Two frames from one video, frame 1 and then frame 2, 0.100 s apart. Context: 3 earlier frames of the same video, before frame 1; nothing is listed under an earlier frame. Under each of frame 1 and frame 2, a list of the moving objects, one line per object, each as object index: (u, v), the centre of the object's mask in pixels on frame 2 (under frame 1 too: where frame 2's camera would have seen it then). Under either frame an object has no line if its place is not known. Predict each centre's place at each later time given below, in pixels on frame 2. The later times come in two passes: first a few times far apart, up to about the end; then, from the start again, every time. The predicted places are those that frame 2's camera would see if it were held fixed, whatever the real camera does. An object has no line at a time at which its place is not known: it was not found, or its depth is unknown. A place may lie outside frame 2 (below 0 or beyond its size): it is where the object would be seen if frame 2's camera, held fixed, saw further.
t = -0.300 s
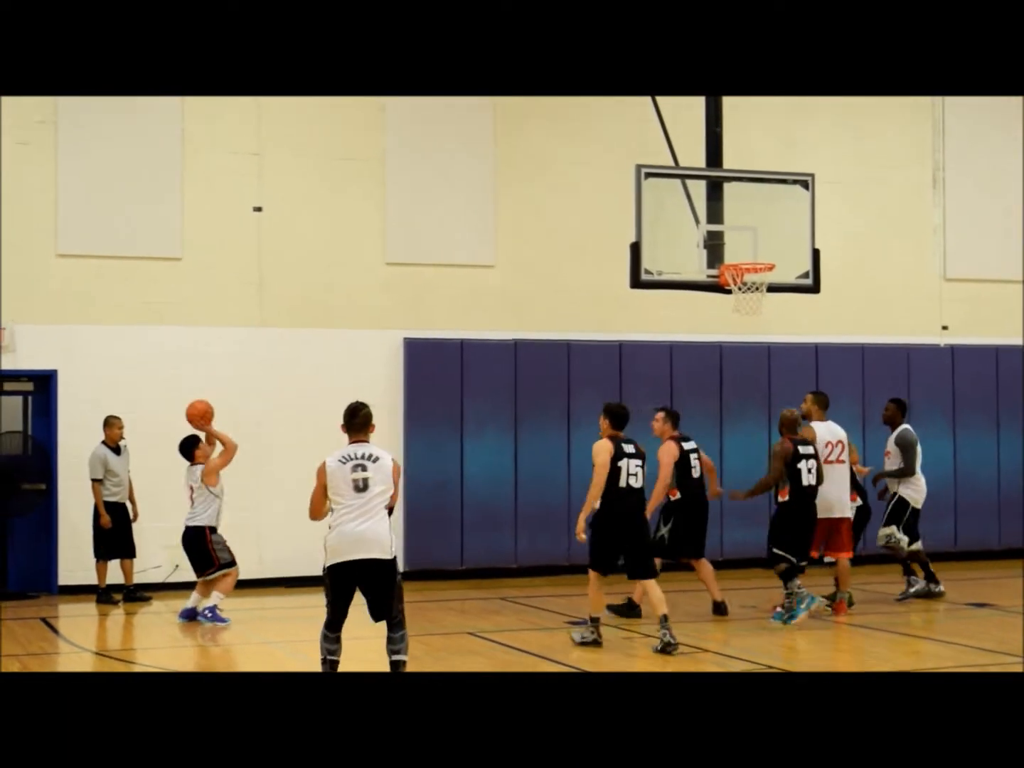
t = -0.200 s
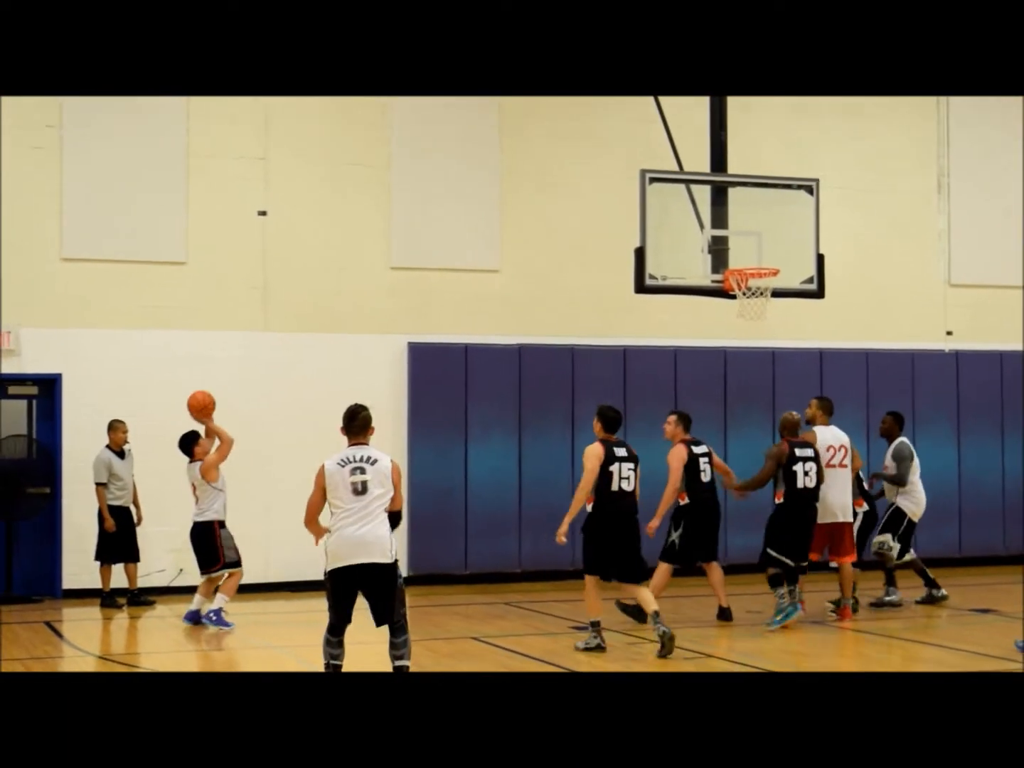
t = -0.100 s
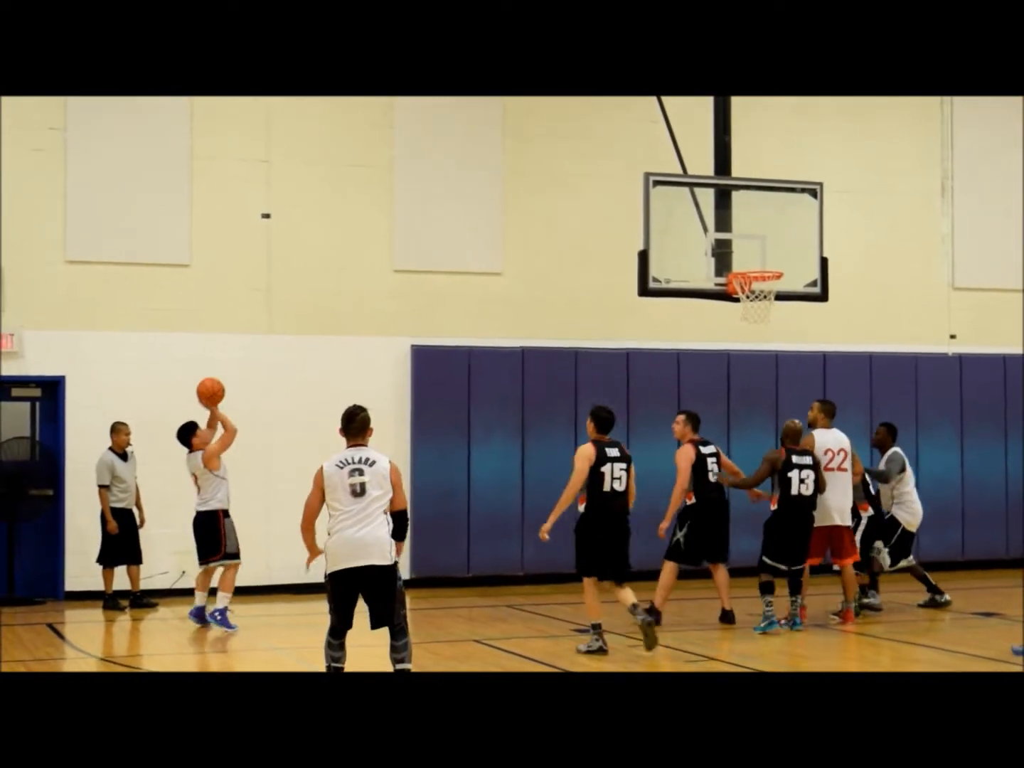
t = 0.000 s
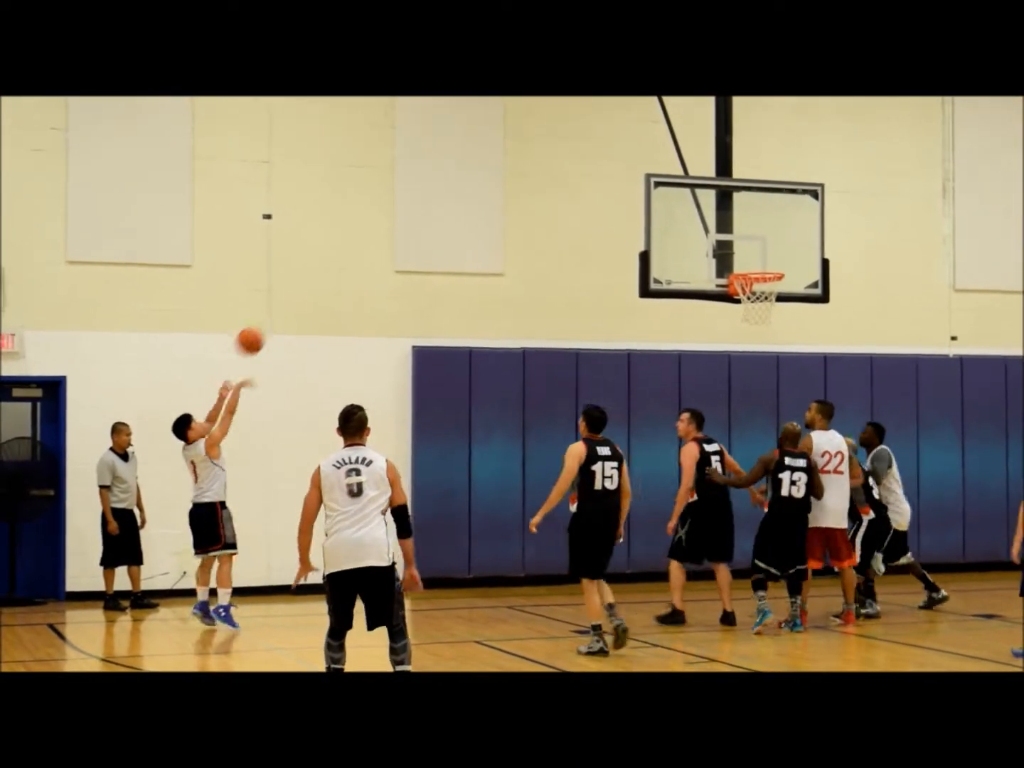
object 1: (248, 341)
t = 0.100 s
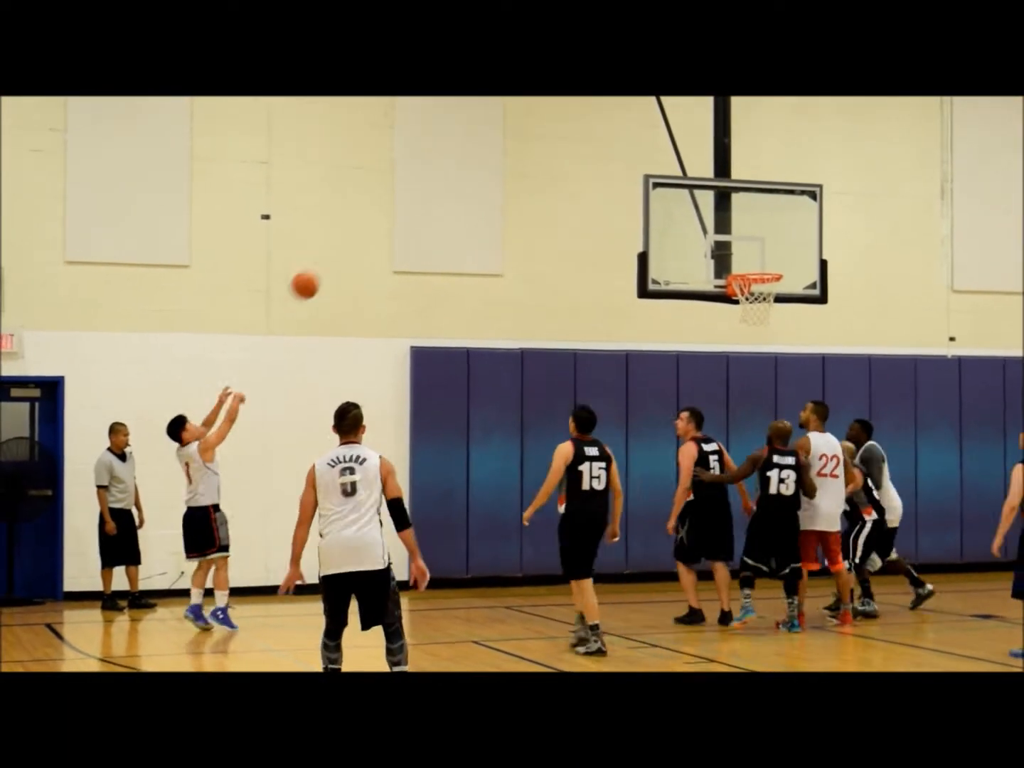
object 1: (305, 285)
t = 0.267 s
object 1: (397, 217)
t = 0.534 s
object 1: (535, 175)
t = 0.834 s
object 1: (683, 220)
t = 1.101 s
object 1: (780, 291)
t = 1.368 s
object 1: (761, 306)
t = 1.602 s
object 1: (739, 370)
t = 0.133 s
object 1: (324, 269)
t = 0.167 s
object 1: (342, 254)
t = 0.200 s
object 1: (360, 240)
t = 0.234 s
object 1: (379, 228)
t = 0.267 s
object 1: (397, 217)
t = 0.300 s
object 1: (414, 208)
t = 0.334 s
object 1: (431, 199)
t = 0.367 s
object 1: (449, 193)
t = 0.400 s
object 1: (466, 187)
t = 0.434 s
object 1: (484, 182)
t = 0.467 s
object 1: (501, 179)
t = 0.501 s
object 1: (518, 176)
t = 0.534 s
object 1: (535, 175)
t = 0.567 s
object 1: (552, 176)
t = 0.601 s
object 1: (568, 177)
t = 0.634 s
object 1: (585, 179)
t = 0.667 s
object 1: (602, 183)
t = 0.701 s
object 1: (618, 188)
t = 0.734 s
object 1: (635, 194)
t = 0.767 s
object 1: (651, 202)
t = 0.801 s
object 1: (667, 210)
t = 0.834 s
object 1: (683, 220)
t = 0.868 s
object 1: (700, 231)
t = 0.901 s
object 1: (716, 243)
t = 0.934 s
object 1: (730, 255)
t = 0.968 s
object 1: (748, 266)
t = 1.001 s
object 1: (759, 279)
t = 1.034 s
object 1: (769, 286)
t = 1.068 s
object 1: (778, 289)
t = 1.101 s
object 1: (780, 291)
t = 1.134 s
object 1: (779, 291)
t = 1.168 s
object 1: (779, 291)
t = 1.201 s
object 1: (776, 291)
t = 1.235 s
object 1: (774, 293)
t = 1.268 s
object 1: (771, 296)
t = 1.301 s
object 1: (767, 299)
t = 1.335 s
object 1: (765, 303)
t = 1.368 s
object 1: (761, 306)
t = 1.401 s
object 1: (759, 313)
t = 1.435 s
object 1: (754, 324)
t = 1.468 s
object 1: (751, 328)
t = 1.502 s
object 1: (748, 336)
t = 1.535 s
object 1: (745, 347)
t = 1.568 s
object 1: (742, 359)
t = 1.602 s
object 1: (739, 370)
